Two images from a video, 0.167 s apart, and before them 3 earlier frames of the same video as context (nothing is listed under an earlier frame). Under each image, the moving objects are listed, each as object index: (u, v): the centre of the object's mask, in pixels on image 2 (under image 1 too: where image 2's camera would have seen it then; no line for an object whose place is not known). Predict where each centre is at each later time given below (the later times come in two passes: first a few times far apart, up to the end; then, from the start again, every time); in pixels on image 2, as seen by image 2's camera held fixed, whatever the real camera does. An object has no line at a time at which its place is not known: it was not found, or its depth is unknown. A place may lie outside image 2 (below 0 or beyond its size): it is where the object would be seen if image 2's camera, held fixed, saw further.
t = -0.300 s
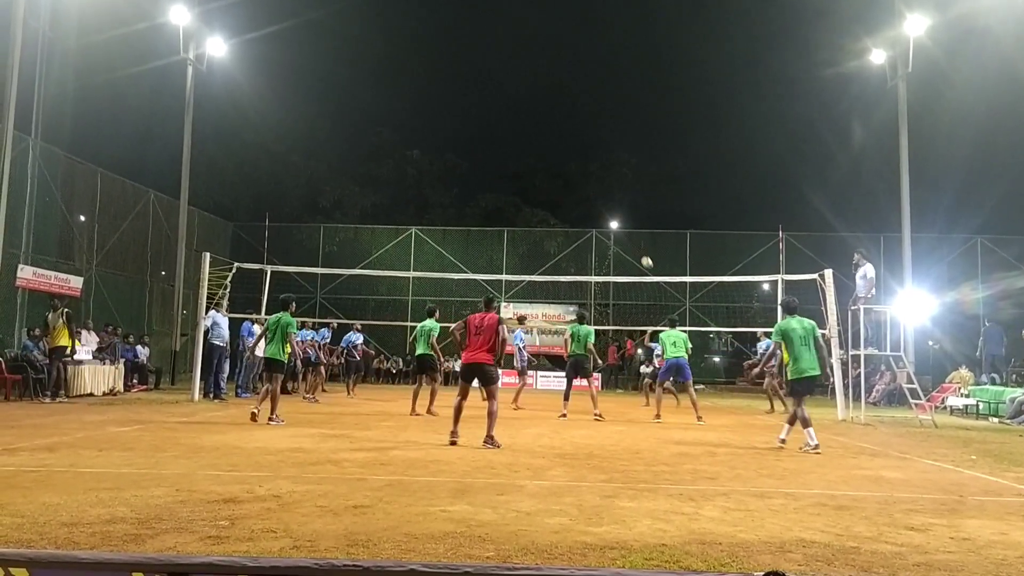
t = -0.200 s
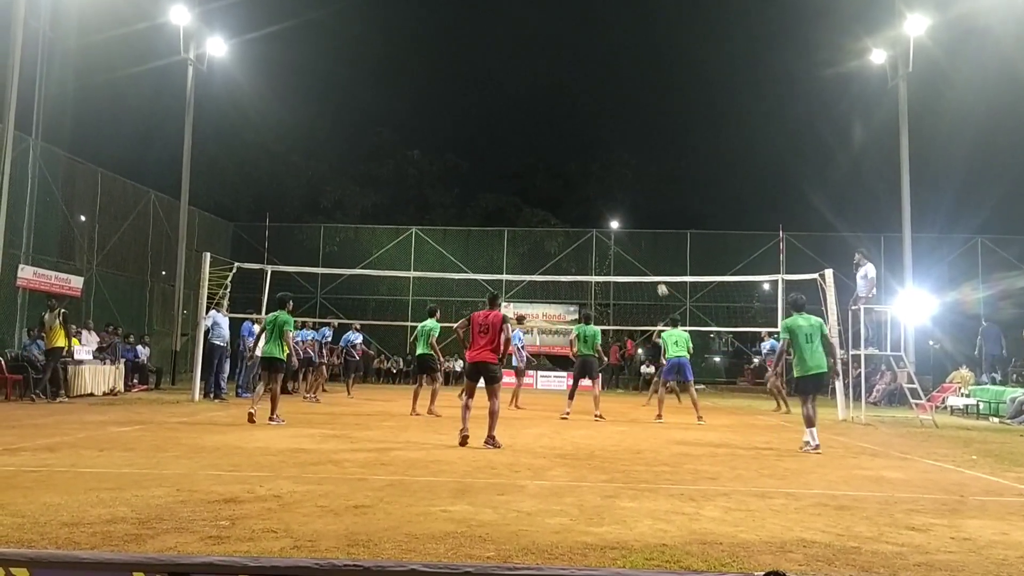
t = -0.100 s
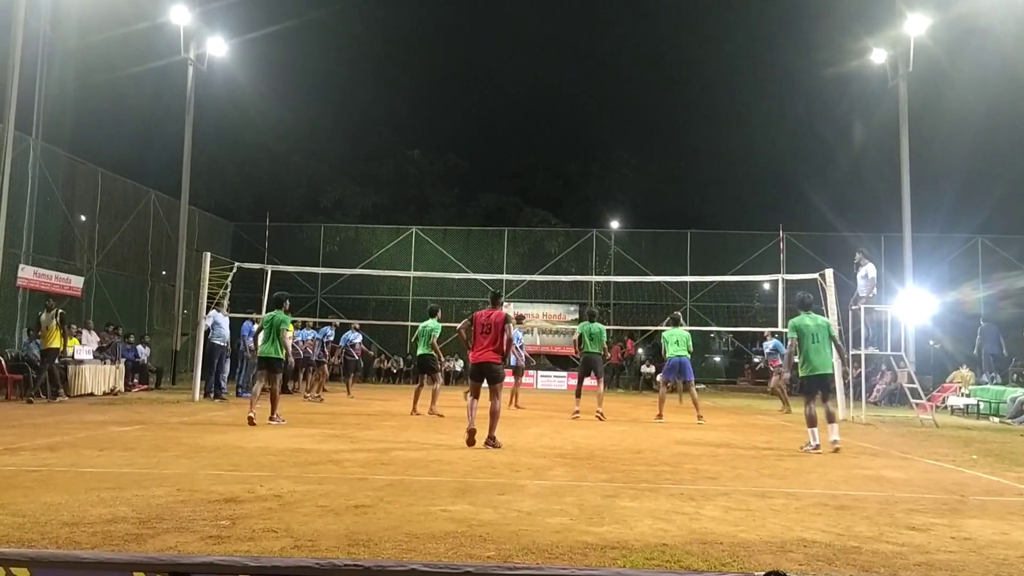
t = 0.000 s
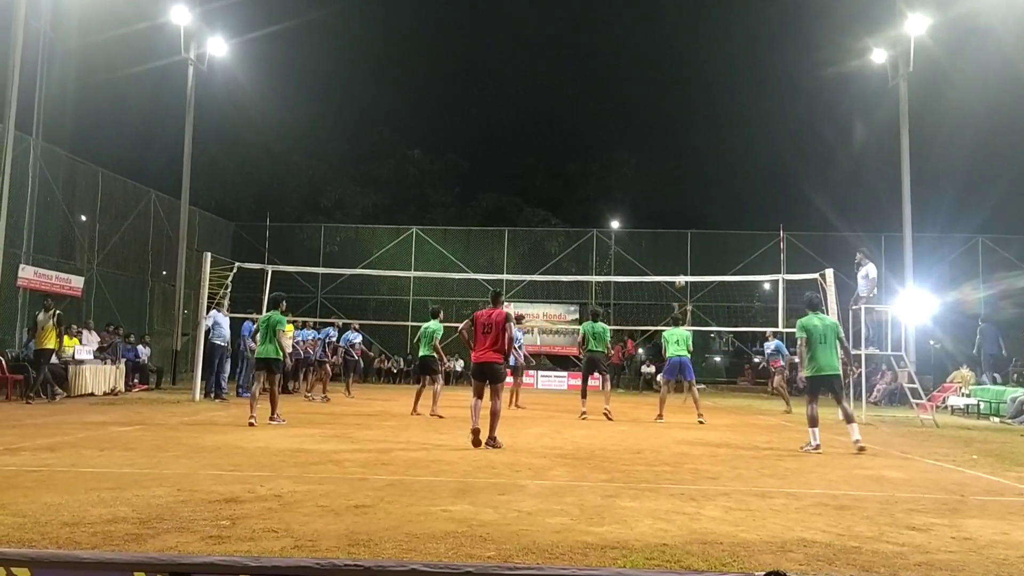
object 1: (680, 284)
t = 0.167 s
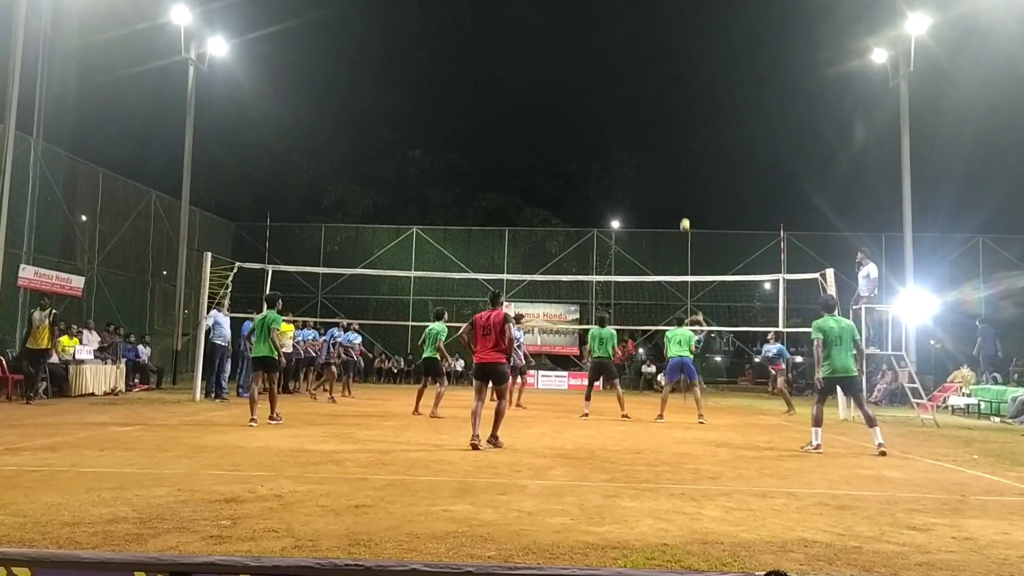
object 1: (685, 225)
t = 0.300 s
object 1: (688, 189)
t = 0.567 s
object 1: (694, 142)
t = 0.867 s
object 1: (700, 126)
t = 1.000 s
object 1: (702, 132)
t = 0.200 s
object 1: (685, 215)
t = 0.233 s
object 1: (686, 207)
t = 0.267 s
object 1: (687, 198)
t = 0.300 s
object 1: (688, 189)
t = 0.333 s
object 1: (689, 181)
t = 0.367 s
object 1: (690, 174)
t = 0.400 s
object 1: (690, 168)
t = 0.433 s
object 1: (691, 161)
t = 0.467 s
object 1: (692, 156)
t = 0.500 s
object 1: (693, 151)
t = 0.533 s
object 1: (693, 146)
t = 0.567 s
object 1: (694, 142)
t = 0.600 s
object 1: (694, 138)
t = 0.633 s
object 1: (695, 135)
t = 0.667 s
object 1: (696, 132)
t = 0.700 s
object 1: (696, 130)
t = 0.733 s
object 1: (697, 128)
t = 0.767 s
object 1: (698, 127)
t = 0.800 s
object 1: (698, 126)
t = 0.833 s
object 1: (699, 126)
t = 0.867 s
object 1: (700, 126)
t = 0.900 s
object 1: (700, 126)
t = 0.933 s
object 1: (701, 128)
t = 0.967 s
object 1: (702, 130)
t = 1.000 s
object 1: (702, 132)
